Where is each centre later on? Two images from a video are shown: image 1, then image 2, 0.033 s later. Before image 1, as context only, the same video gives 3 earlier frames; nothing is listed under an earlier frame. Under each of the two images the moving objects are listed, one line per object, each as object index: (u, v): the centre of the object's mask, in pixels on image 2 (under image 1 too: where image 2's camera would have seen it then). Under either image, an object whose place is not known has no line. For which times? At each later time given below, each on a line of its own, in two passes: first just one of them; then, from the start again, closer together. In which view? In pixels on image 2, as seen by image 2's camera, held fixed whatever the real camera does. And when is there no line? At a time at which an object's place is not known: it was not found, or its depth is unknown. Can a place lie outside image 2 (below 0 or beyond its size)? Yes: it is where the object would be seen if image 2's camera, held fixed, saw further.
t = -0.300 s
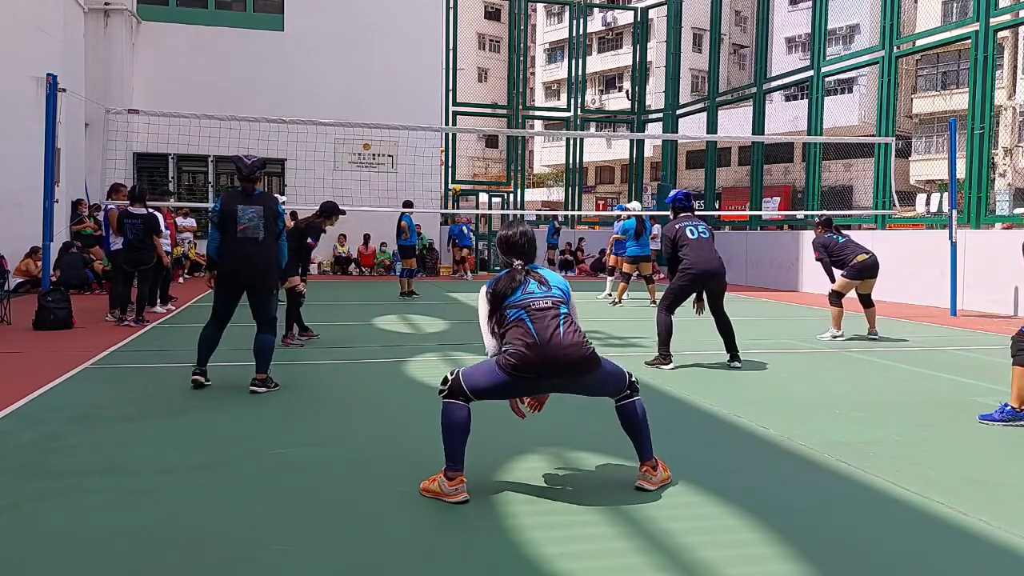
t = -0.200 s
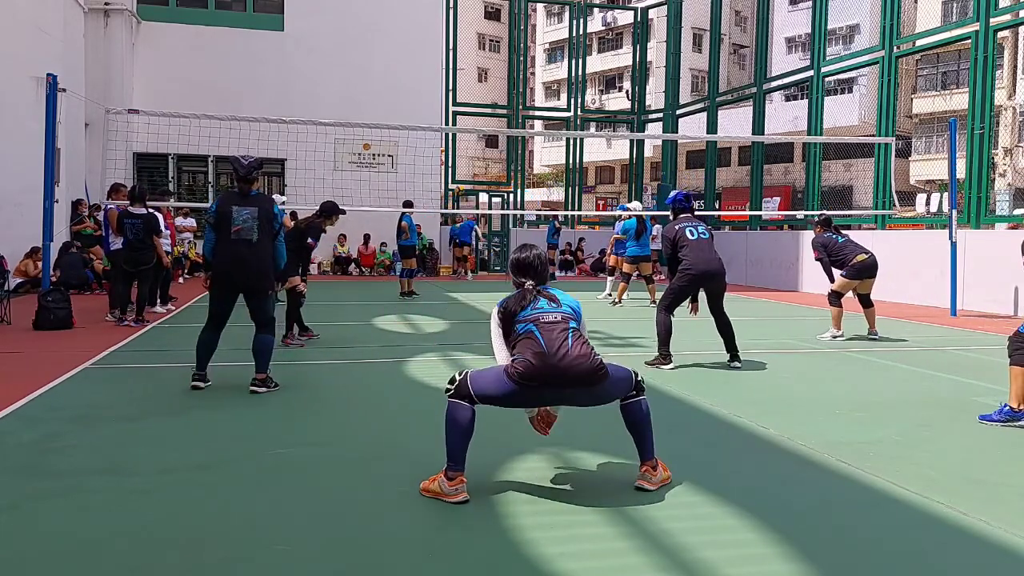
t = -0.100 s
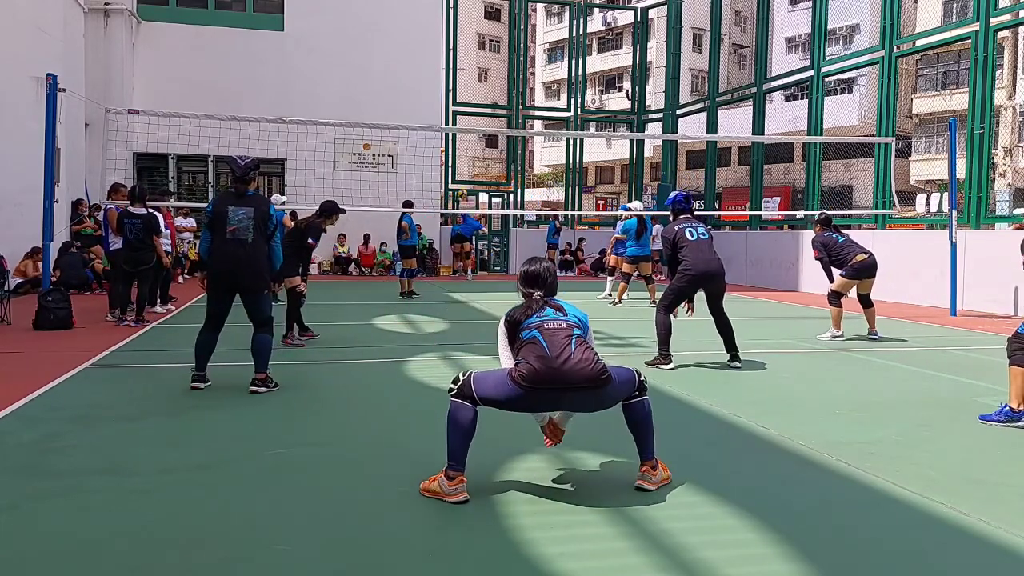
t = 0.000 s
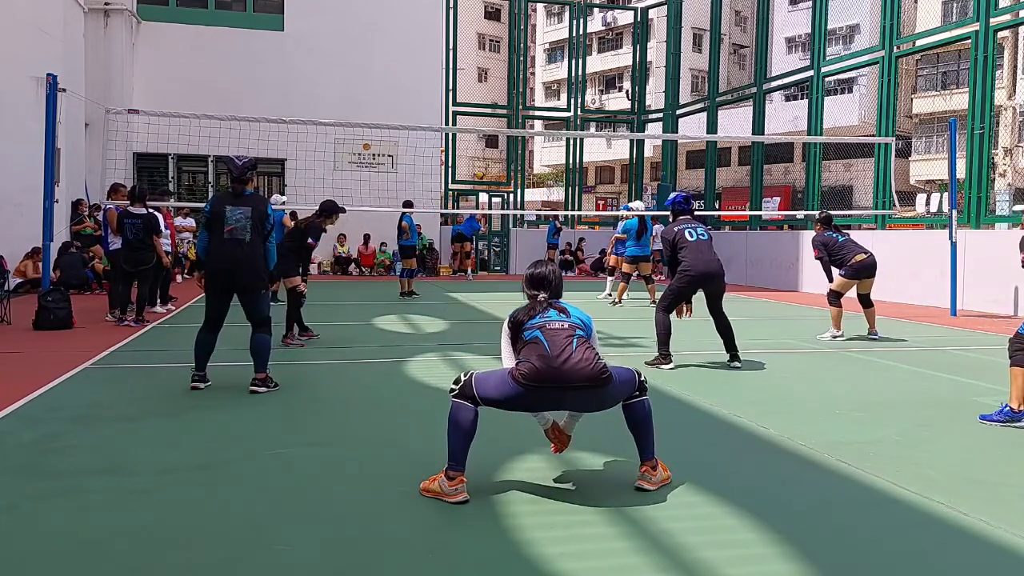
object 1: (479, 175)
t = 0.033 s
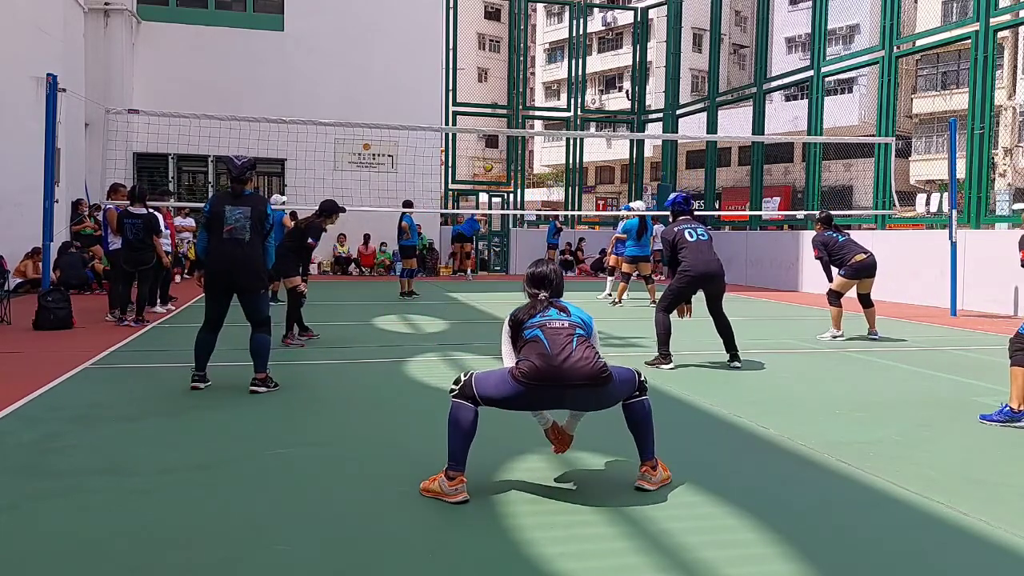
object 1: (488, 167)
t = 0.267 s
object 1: (555, 113)
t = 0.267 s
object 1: (555, 113)
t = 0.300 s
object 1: (565, 106)
